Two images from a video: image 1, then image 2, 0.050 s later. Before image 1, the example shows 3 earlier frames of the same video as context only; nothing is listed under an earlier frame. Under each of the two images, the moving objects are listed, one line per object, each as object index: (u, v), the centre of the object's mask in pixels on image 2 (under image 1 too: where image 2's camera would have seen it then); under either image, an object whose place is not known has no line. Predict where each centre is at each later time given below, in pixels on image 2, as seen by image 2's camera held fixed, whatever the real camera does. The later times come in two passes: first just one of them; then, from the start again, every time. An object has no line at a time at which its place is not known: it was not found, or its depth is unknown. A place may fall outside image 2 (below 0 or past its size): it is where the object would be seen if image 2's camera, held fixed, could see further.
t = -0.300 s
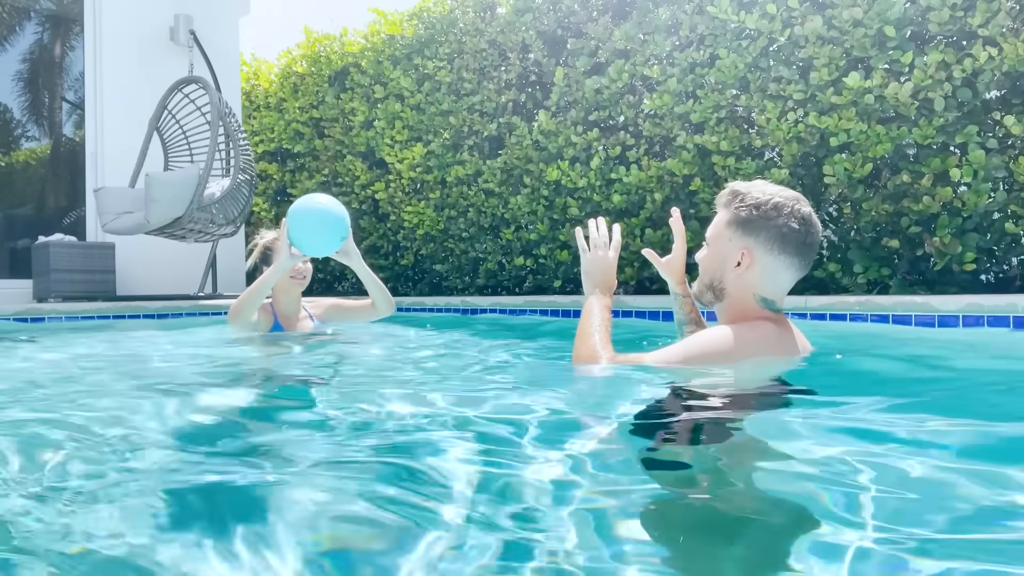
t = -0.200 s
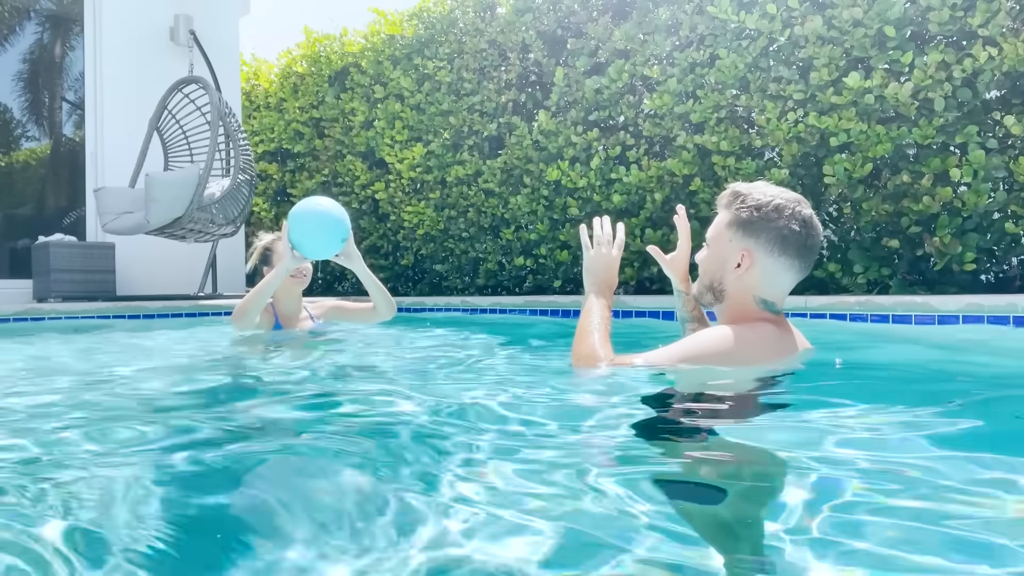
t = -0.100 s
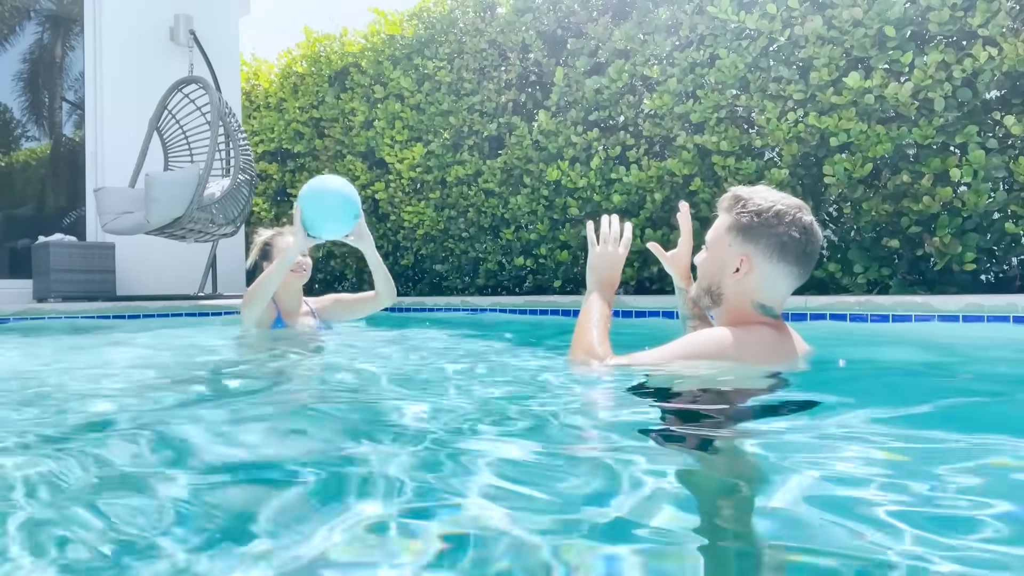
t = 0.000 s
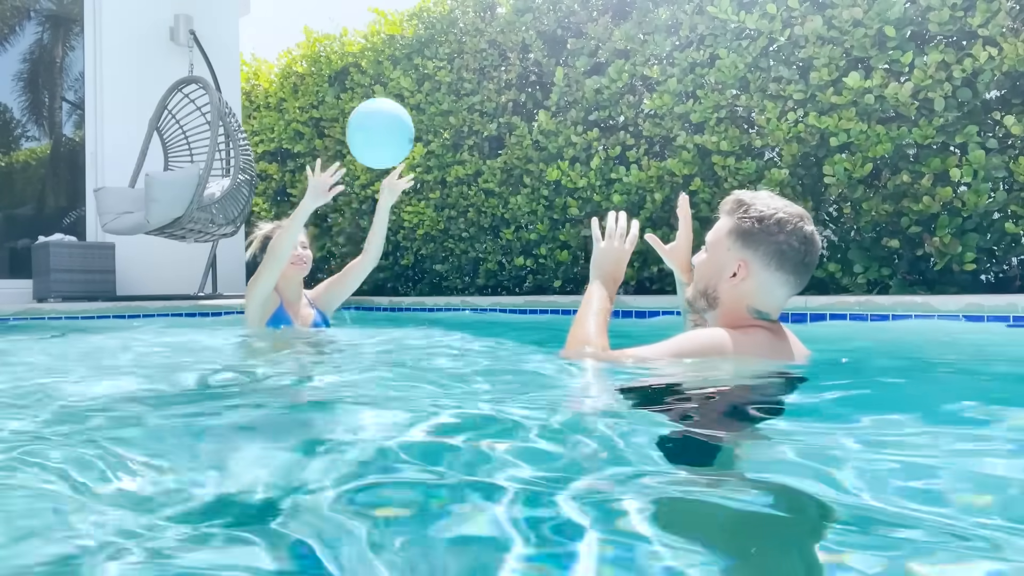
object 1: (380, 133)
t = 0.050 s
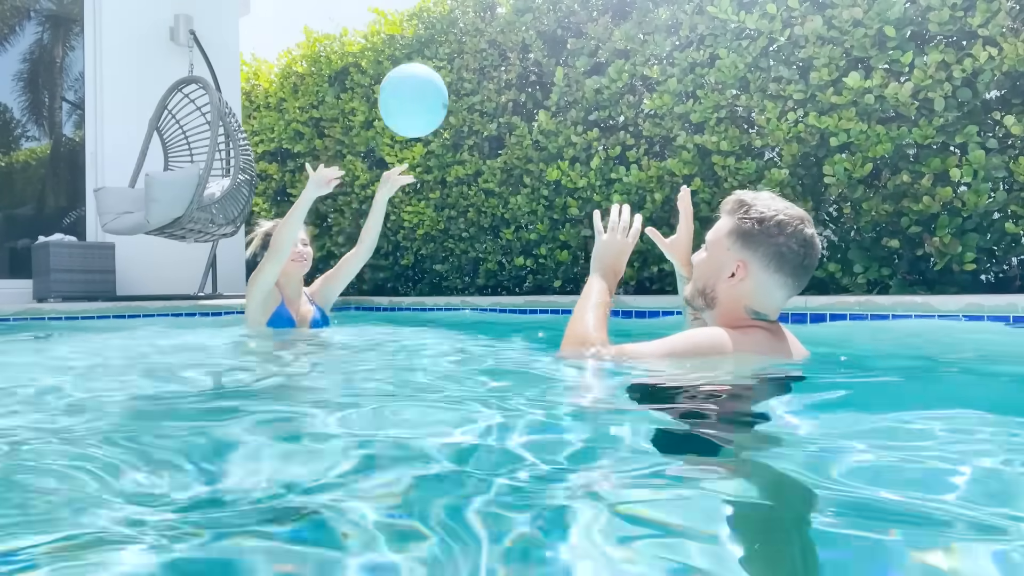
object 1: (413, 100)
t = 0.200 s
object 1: (529, 40)
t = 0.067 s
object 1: (425, 90)
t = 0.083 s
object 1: (436, 81)
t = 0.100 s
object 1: (449, 73)
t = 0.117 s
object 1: (461, 66)
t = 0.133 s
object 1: (474, 59)
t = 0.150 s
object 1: (487, 53)
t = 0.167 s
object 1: (501, 47)
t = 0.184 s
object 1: (515, 43)
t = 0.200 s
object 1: (529, 40)
